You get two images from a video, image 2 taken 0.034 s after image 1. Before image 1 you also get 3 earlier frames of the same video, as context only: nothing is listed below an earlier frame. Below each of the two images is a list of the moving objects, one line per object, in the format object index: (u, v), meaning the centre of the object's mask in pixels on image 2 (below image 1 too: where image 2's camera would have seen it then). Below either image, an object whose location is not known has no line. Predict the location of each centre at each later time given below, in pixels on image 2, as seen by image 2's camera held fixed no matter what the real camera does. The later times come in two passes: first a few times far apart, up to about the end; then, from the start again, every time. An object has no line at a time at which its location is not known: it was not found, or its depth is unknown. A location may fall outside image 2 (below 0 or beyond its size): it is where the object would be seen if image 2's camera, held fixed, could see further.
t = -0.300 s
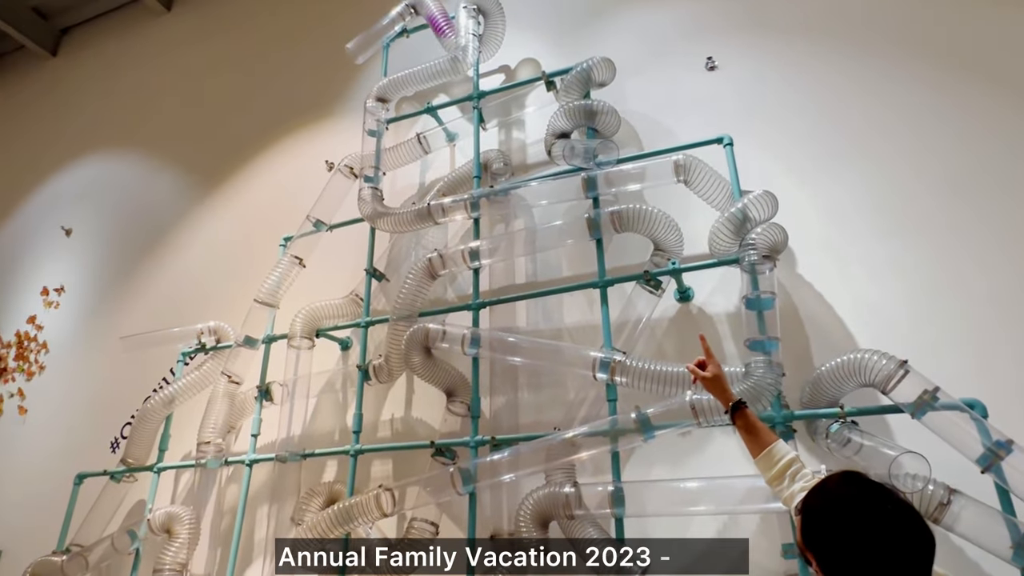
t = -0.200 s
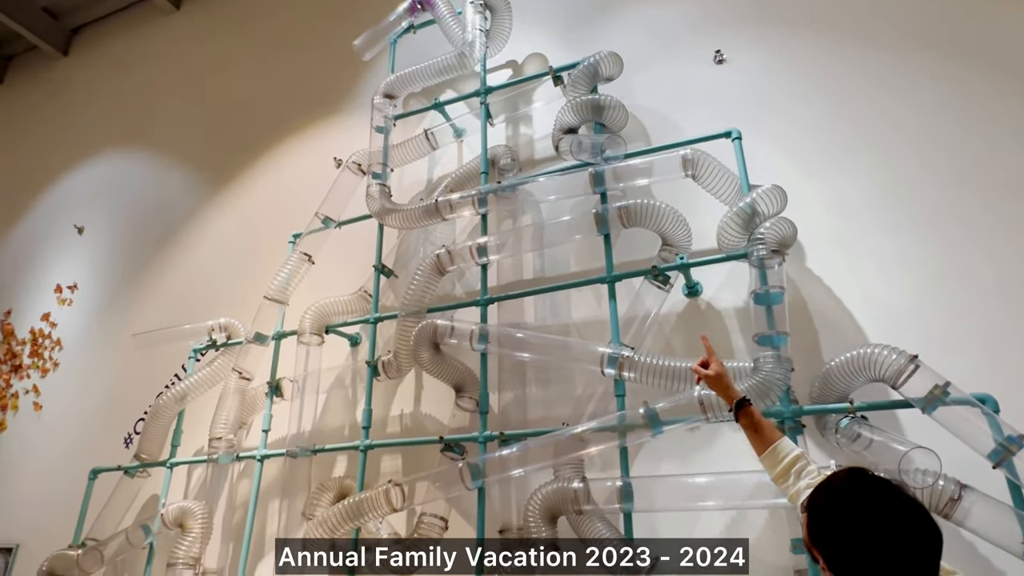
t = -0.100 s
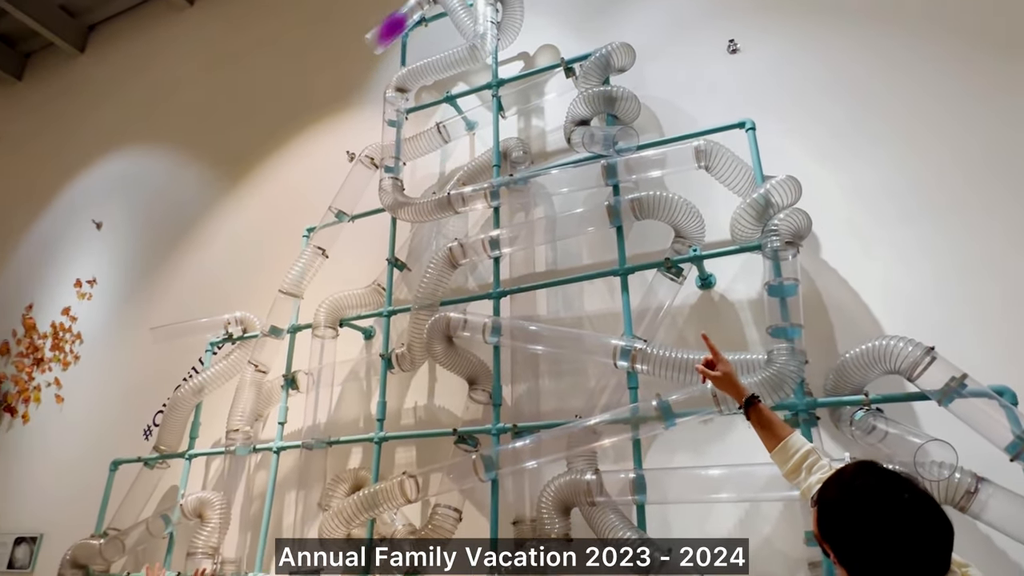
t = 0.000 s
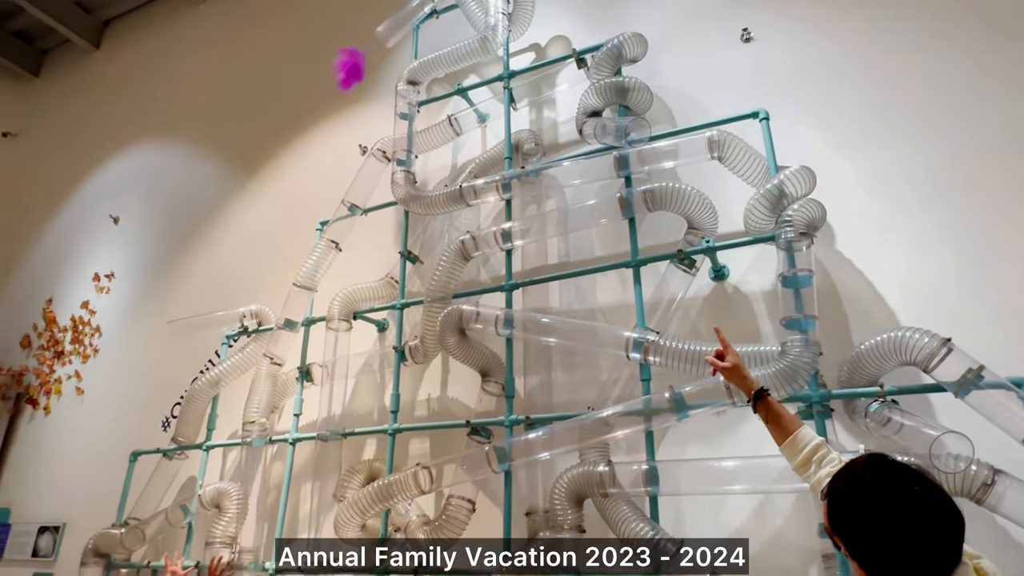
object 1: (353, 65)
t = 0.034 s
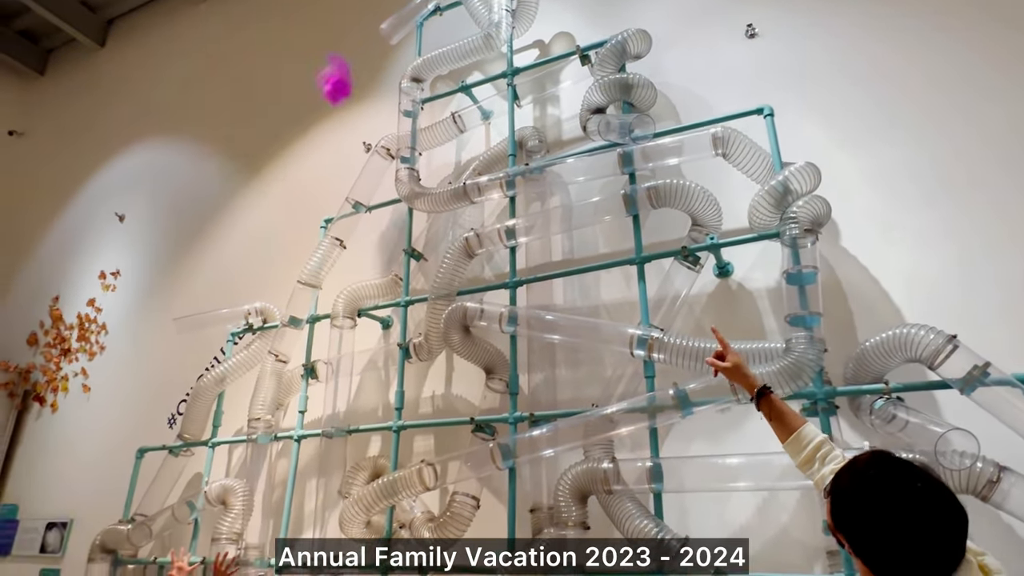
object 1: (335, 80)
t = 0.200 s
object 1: (259, 156)
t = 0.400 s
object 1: (193, 238)
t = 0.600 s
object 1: (156, 290)
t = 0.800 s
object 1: (129, 333)
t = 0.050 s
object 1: (327, 87)
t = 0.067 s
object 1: (319, 96)
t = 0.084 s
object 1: (311, 103)
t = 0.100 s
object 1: (304, 110)
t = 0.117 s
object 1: (296, 118)
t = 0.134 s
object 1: (288, 125)
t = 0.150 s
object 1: (281, 133)
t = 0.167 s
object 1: (273, 141)
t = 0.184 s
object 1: (266, 149)
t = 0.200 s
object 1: (259, 156)
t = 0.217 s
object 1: (251, 164)
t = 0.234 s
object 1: (245, 171)
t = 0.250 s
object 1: (238, 178)
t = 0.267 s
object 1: (232, 185)
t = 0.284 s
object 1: (226, 193)
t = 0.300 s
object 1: (220, 201)
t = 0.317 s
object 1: (215, 208)
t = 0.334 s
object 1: (210, 214)
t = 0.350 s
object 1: (205, 220)
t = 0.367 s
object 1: (201, 226)
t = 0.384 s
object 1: (197, 232)
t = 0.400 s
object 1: (193, 238)
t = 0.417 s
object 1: (190, 243)
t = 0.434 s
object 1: (187, 248)
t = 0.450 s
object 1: (184, 253)
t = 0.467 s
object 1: (180, 258)
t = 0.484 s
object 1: (177, 262)
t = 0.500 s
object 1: (174, 267)
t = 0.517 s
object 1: (171, 272)
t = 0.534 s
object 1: (168, 276)
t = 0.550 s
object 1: (165, 280)
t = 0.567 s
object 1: (162, 283)
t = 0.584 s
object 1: (159, 287)
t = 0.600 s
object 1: (156, 290)
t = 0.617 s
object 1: (152, 294)
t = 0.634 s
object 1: (150, 298)
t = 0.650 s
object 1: (147, 301)
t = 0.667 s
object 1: (144, 304)
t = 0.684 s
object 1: (142, 308)
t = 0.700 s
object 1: (141, 311)
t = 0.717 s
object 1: (138, 315)
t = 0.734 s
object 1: (136, 318)
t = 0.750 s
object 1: (133, 322)
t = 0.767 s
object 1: (131, 325)
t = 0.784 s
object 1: (130, 329)
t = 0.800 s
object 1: (129, 333)
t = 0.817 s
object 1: (129, 336)
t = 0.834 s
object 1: (126, 339)
